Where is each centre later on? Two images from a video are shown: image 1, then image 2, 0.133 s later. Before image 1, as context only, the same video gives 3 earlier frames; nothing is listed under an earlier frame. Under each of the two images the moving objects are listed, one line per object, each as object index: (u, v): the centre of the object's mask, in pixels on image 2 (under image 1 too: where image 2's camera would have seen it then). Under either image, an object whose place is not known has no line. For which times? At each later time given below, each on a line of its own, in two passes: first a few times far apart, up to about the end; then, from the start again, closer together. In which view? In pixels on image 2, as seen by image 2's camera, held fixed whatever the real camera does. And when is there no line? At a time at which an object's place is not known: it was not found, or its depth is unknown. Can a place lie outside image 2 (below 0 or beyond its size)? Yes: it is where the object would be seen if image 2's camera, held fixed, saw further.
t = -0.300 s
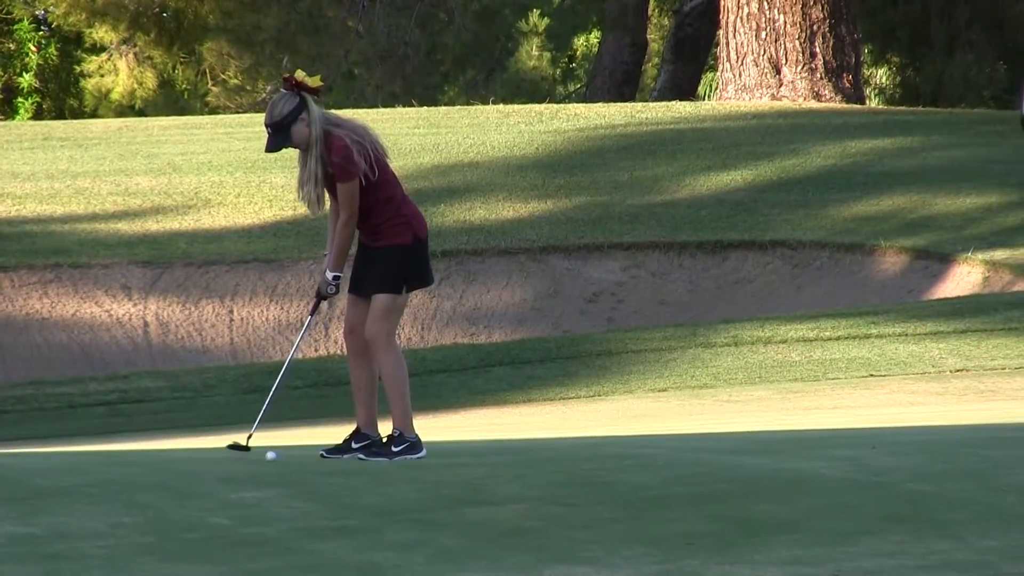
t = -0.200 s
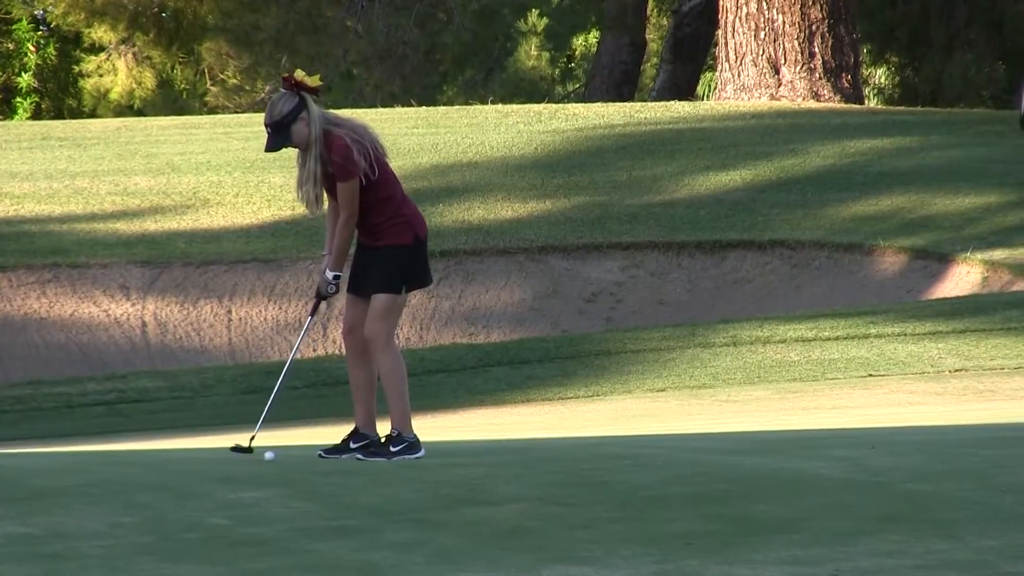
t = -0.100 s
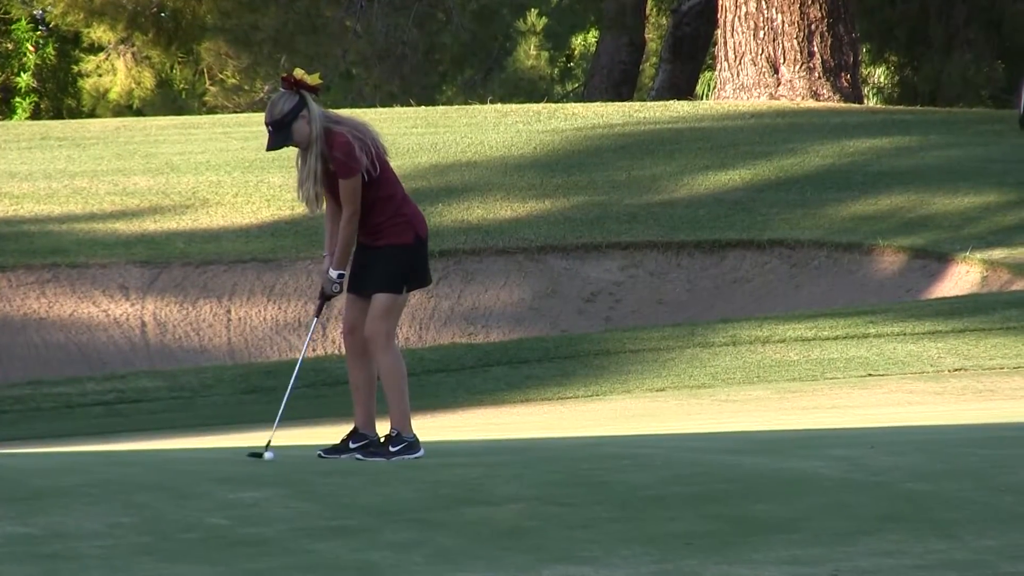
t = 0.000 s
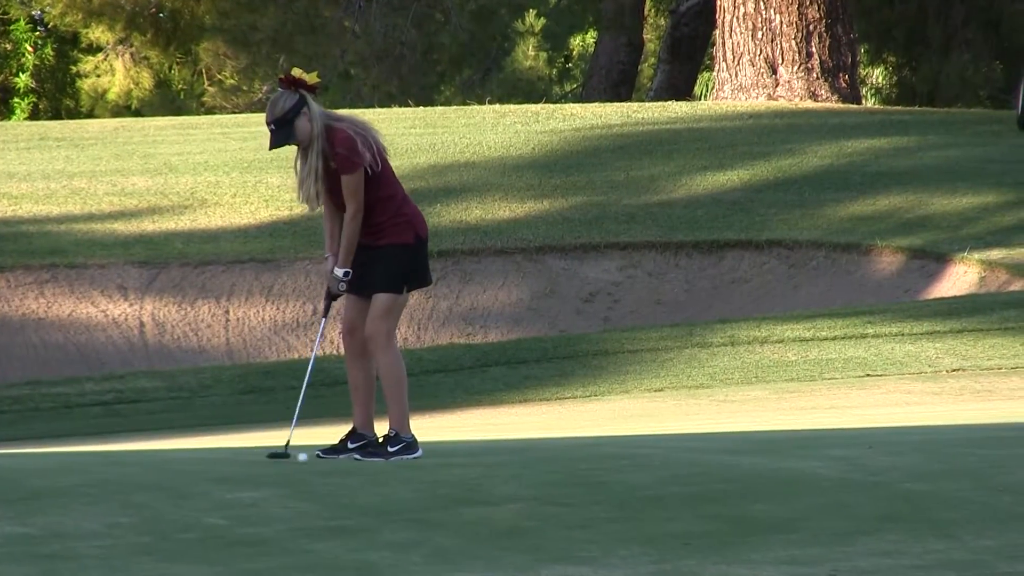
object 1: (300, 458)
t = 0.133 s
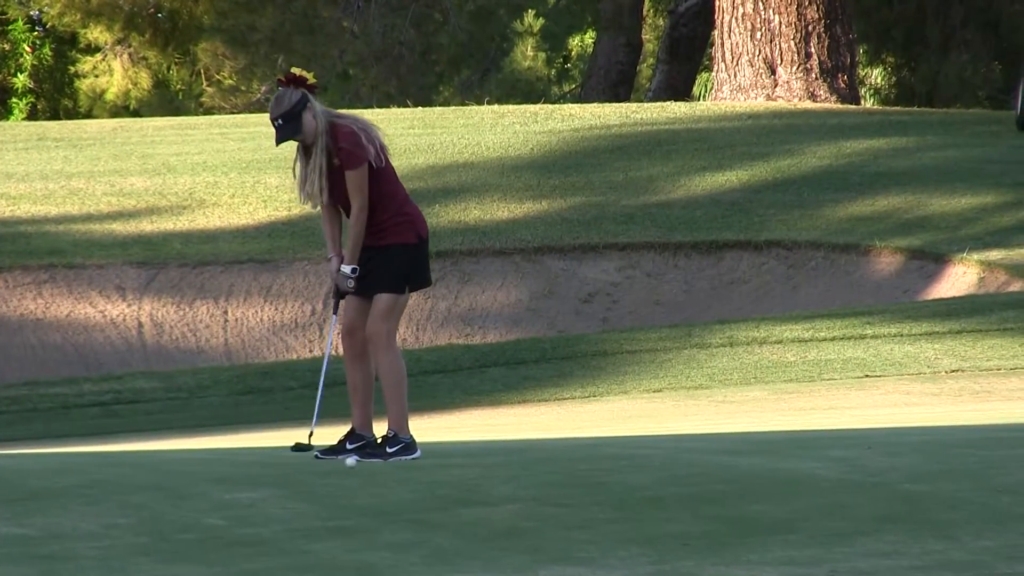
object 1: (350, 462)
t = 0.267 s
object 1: (392, 467)
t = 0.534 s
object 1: (468, 477)
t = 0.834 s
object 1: (548, 494)
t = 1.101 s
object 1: (615, 510)
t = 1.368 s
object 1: (678, 526)
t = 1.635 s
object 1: (737, 544)
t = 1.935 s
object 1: (803, 563)
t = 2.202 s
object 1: (864, 576)
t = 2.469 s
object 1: (917, 586)
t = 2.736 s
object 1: (968, 591)
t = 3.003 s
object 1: (1013, 595)
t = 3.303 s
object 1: (1060, 601)
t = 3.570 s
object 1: (1096, 605)
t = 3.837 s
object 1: (1126, 611)
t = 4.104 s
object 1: (1150, 616)
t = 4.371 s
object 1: (1168, 621)
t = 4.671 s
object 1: (1181, 625)
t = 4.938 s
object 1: (1191, 628)
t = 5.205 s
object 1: (1198, 632)
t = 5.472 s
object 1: (1203, 634)
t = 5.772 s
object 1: (1205, 637)
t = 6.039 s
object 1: (1205, 639)
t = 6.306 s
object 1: (1201, 640)
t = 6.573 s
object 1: (1196, 641)
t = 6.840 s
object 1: (1189, 641)
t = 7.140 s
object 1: (1186, 641)
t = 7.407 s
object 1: (1186, 641)
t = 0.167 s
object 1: (361, 463)
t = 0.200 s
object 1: (372, 464)
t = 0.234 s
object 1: (382, 466)
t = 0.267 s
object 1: (392, 467)
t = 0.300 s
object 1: (401, 468)
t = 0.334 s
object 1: (411, 469)
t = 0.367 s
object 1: (421, 470)
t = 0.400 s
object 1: (430, 471)
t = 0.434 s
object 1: (440, 473)
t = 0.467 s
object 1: (449, 474)
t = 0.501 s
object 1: (459, 476)
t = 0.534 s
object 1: (468, 477)
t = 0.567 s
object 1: (477, 479)
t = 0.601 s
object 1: (486, 480)
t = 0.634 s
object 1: (495, 482)
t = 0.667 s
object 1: (504, 483)
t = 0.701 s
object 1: (513, 486)
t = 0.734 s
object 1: (521, 487)
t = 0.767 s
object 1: (530, 490)
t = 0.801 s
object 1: (539, 491)
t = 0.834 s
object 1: (548, 494)
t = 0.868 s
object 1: (556, 496)
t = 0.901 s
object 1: (565, 498)
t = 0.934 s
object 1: (574, 500)
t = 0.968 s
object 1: (582, 502)
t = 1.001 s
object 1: (591, 504)
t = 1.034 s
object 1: (599, 506)
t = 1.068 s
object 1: (607, 508)
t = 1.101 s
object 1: (615, 510)
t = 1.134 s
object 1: (623, 512)
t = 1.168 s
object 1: (632, 514)
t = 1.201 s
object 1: (640, 516)
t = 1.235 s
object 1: (647, 518)
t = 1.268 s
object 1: (655, 520)
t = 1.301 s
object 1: (663, 522)
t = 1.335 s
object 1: (671, 524)
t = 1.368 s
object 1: (678, 526)
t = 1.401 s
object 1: (686, 529)
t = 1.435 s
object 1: (694, 530)
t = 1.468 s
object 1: (702, 533)
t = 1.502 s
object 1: (709, 536)
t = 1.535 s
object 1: (716, 538)
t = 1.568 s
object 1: (723, 539)
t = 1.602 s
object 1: (730, 541)
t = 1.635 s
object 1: (737, 544)
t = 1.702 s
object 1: (752, 548)
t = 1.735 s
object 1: (759, 551)
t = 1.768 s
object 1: (766, 553)
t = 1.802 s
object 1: (773, 555)
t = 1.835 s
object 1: (780, 558)
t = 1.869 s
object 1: (788, 560)
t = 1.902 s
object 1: (796, 561)
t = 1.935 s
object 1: (803, 563)
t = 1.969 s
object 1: (811, 565)
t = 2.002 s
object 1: (819, 567)
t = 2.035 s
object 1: (826, 568)
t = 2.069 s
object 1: (833, 570)
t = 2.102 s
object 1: (841, 571)
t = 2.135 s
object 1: (848, 573)
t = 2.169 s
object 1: (856, 574)
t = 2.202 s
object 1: (864, 576)
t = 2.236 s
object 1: (871, 577)
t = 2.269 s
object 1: (878, 579)
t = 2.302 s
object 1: (885, 580)
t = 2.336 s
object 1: (891, 581)
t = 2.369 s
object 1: (898, 583)
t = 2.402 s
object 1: (905, 584)
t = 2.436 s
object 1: (911, 585)
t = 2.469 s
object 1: (917, 586)
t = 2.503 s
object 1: (924, 587)
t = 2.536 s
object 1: (930, 587)
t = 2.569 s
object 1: (937, 588)
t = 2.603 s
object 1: (943, 588)
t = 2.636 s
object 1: (949, 589)
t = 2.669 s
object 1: (955, 589)
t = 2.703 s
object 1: (962, 590)
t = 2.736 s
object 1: (968, 591)
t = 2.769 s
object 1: (974, 591)
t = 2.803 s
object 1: (980, 592)
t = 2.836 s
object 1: (986, 592)
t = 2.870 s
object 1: (991, 593)
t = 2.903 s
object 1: (997, 593)
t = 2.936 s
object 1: (1002, 594)
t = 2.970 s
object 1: (1008, 595)
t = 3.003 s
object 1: (1013, 595)
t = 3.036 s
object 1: (1019, 596)
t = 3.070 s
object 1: (1024, 596)
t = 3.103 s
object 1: (1030, 597)
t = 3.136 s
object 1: (1035, 598)
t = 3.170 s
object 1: (1040, 598)
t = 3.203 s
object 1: (1046, 599)
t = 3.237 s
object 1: (1050, 600)
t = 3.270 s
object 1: (1055, 600)
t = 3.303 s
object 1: (1060, 601)
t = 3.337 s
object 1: (1065, 602)
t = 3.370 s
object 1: (1070, 602)
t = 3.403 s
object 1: (1075, 603)
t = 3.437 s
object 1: (1079, 603)
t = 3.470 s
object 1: (1083, 604)
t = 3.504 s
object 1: (1088, 604)
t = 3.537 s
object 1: (1092, 605)
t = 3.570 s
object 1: (1096, 605)
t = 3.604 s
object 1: (1100, 606)
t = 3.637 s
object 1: (1104, 607)
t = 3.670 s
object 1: (1108, 608)
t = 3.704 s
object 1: (1112, 608)
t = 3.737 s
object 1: (1115, 608)
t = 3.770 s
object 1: (1119, 609)
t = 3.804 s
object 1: (1123, 611)
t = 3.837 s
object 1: (1126, 611)
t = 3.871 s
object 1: (1129, 612)
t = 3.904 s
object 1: (1133, 612)
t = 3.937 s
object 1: (1136, 613)
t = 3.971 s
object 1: (1138, 614)
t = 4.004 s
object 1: (1141, 614)
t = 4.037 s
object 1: (1144, 615)
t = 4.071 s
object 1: (1147, 615)
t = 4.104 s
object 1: (1150, 616)
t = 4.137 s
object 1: (1152, 616)
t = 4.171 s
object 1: (1155, 617)
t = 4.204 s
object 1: (1157, 617)
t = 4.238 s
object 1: (1159, 618)
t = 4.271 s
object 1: (1162, 618)
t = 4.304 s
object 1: (1164, 619)
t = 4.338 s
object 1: (1166, 620)
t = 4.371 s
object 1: (1168, 621)
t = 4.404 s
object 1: (1170, 621)
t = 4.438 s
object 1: (1171, 622)
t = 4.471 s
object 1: (1173, 622)
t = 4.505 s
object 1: (1175, 623)
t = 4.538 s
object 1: (1176, 623)
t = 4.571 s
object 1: (1177, 623)
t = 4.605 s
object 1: (1179, 624)
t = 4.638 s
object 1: (1180, 624)
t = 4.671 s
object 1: (1181, 625)
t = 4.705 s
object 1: (1182, 625)
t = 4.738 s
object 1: (1183, 626)
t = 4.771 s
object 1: (1184, 627)
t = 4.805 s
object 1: (1186, 627)
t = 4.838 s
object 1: (1187, 627)
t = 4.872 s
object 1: (1188, 628)
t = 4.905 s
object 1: (1189, 628)
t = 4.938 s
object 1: (1191, 628)
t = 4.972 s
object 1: (1191, 628)
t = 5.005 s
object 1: (1192, 629)
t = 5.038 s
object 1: (1193, 629)
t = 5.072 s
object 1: (1194, 630)
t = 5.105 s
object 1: (1195, 630)
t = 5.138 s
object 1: (1196, 630)
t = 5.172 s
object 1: (1196, 631)
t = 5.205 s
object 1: (1198, 632)
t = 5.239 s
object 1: (1198, 632)
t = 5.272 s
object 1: (1199, 632)
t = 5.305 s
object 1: (1200, 633)
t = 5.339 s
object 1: (1201, 633)
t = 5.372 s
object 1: (1201, 633)
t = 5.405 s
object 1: (1202, 633)
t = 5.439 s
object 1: (1202, 634)
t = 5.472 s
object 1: (1203, 634)
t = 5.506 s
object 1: (1203, 635)
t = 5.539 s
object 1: (1203, 635)
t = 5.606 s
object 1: (1204, 636)
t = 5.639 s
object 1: (1204, 636)
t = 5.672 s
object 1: (1204, 636)
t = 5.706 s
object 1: (1204, 636)
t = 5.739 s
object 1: (1204, 637)
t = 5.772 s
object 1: (1205, 637)
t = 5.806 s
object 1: (1205, 637)
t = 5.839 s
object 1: (1205, 638)
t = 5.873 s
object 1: (1205, 638)
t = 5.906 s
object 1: (1205, 638)
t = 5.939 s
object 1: (1205, 638)
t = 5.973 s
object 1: (1205, 639)
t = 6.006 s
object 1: (1205, 639)
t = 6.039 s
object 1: (1205, 639)
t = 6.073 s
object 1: (1205, 639)
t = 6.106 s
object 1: (1204, 639)
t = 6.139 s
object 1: (1204, 639)
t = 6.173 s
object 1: (1203, 639)
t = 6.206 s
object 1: (1203, 640)
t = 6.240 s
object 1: (1202, 640)
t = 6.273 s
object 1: (1202, 640)
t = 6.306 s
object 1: (1201, 640)
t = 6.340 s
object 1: (1200, 640)
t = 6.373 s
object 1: (1199, 640)
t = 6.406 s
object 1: (1199, 641)
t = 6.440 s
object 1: (1198, 641)
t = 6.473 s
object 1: (1198, 641)
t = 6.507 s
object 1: (1197, 641)
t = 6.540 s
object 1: (1196, 641)
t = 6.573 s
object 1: (1196, 641)
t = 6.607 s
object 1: (1195, 641)
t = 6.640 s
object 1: (1194, 641)
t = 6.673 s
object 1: (1194, 641)
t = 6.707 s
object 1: (1193, 641)
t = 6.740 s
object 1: (1192, 641)
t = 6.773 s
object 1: (1191, 641)
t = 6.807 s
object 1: (1190, 642)
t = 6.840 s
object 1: (1189, 641)
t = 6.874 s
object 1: (1188, 642)
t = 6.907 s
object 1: (1188, 641)
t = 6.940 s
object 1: (1188, 642)
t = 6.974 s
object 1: (1187, 641)
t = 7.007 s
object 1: (1187, 641)
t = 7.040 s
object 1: (1187, 641)
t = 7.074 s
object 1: (1186, 641)
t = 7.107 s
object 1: (1186, 641)
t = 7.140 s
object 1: (1186, 641)
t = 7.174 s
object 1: (1186, 641)
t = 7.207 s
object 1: (1186, 641)
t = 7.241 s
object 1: (1186, 641)
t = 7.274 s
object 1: (1186, 641)
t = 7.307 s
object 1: (1186, 641)
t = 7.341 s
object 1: (1186, 641)
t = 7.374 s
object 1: (1186, 641)
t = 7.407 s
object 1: (1186, 641)
